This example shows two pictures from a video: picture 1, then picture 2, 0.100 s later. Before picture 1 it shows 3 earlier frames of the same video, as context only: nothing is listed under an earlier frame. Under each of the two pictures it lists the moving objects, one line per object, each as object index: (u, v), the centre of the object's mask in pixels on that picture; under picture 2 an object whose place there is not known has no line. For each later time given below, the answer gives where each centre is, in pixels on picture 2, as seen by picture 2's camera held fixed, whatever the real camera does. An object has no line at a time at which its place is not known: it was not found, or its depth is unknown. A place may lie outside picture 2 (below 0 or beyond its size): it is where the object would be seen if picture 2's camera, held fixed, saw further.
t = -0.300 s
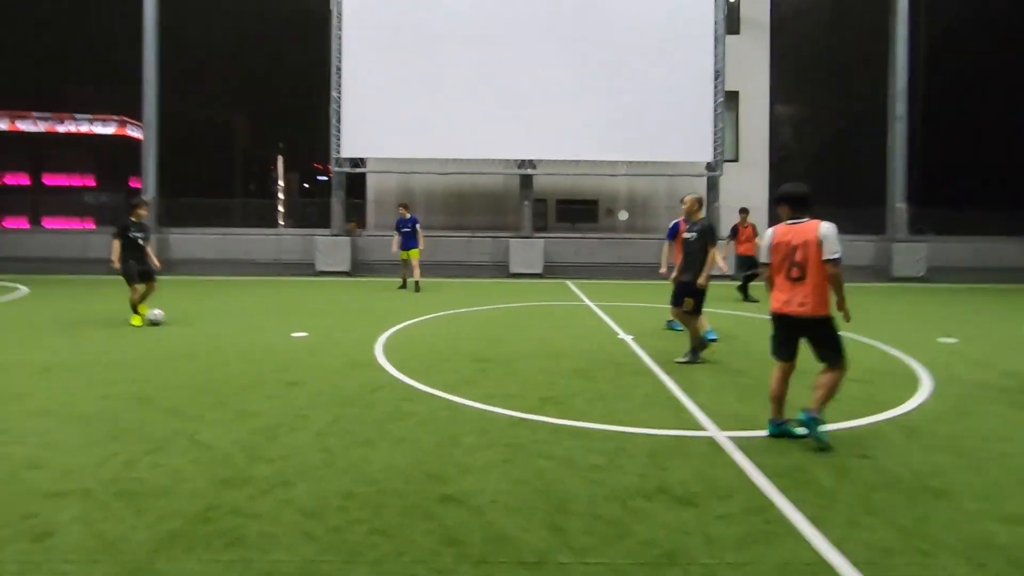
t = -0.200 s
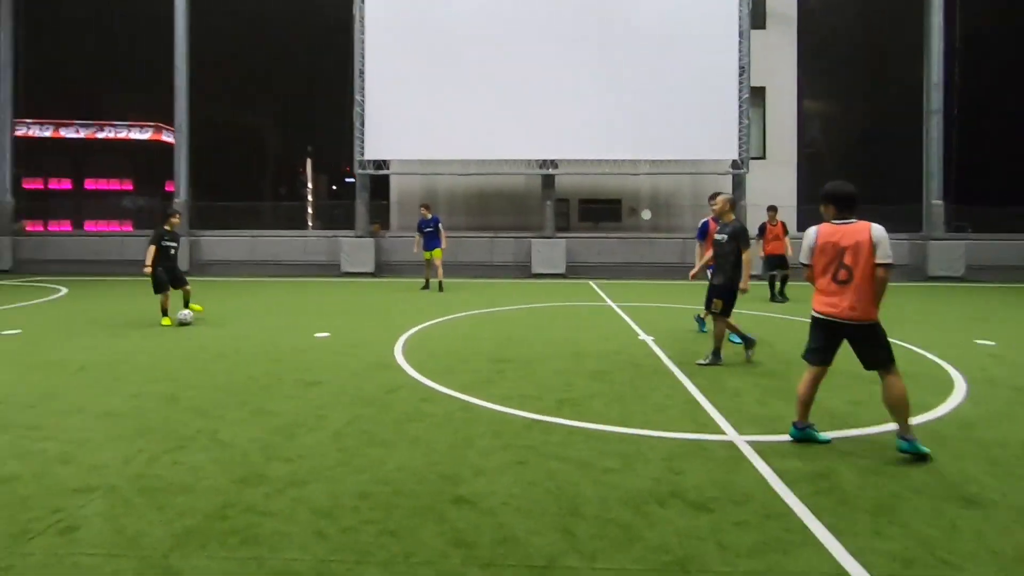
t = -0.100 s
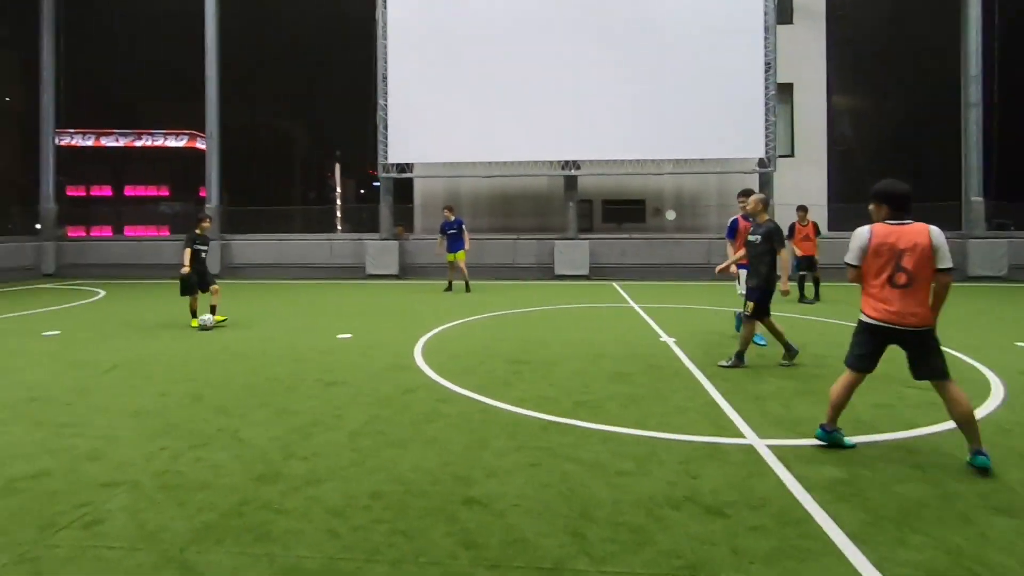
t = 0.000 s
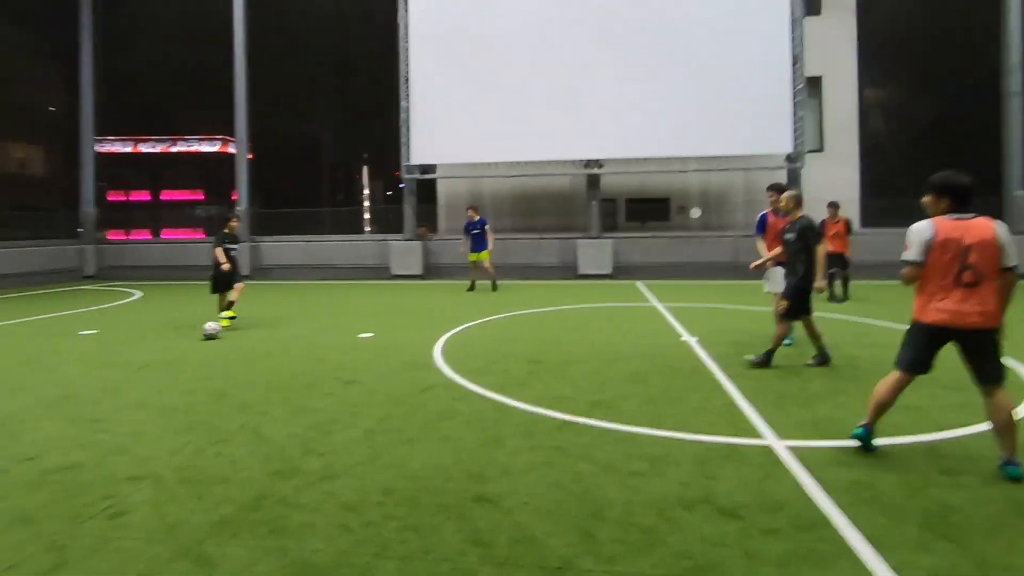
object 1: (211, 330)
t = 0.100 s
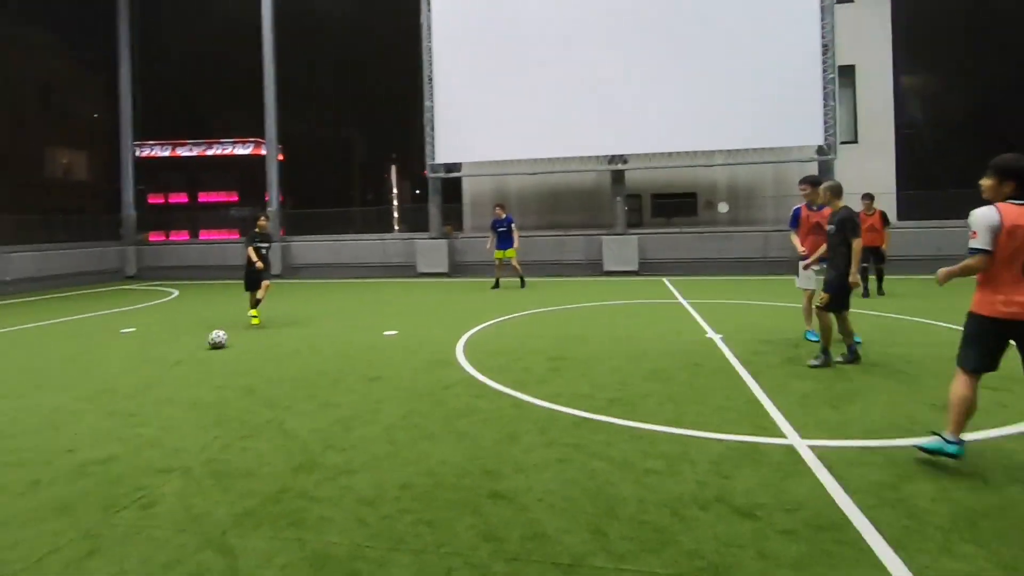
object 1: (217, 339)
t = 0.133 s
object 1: (208, 343)
